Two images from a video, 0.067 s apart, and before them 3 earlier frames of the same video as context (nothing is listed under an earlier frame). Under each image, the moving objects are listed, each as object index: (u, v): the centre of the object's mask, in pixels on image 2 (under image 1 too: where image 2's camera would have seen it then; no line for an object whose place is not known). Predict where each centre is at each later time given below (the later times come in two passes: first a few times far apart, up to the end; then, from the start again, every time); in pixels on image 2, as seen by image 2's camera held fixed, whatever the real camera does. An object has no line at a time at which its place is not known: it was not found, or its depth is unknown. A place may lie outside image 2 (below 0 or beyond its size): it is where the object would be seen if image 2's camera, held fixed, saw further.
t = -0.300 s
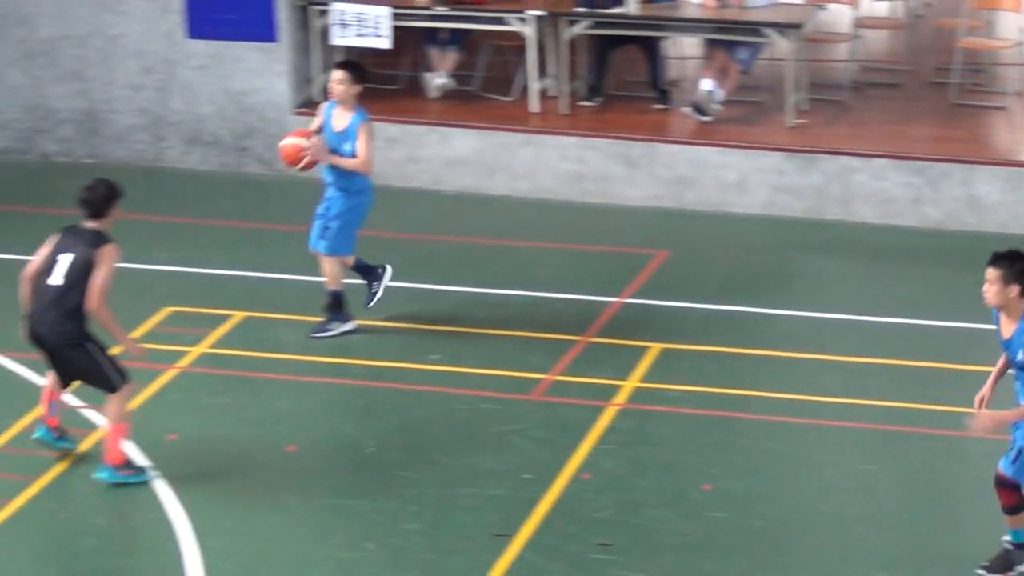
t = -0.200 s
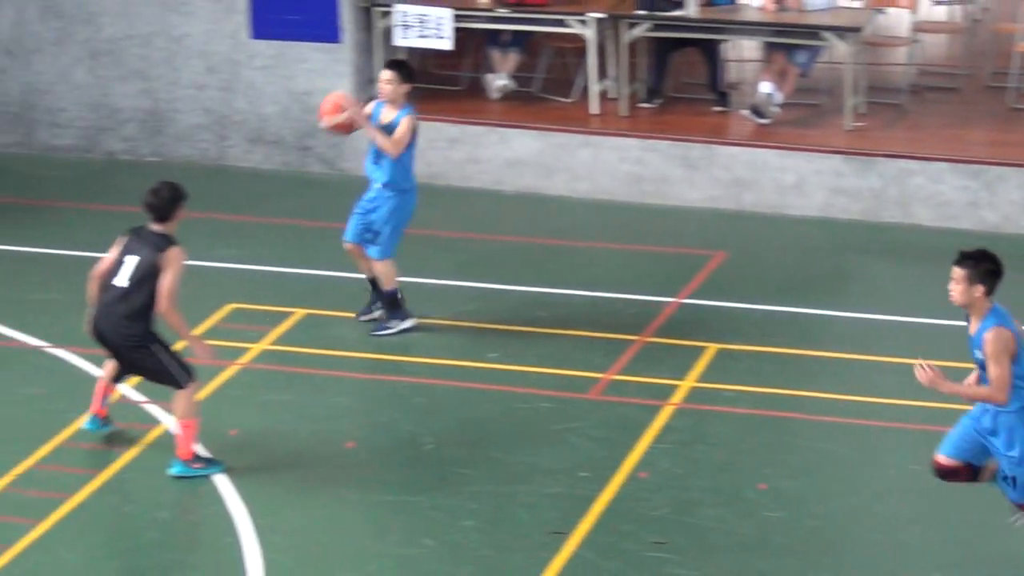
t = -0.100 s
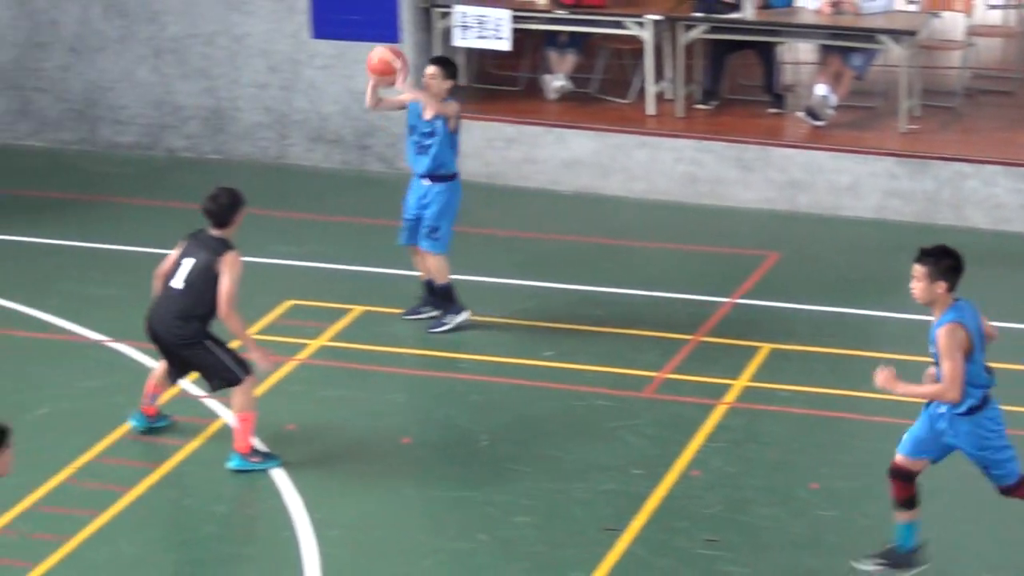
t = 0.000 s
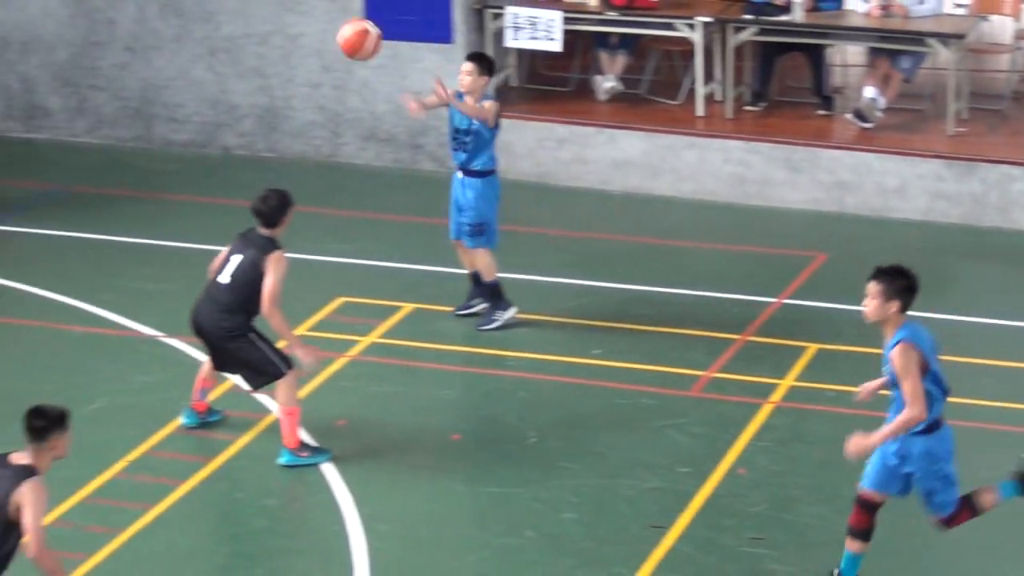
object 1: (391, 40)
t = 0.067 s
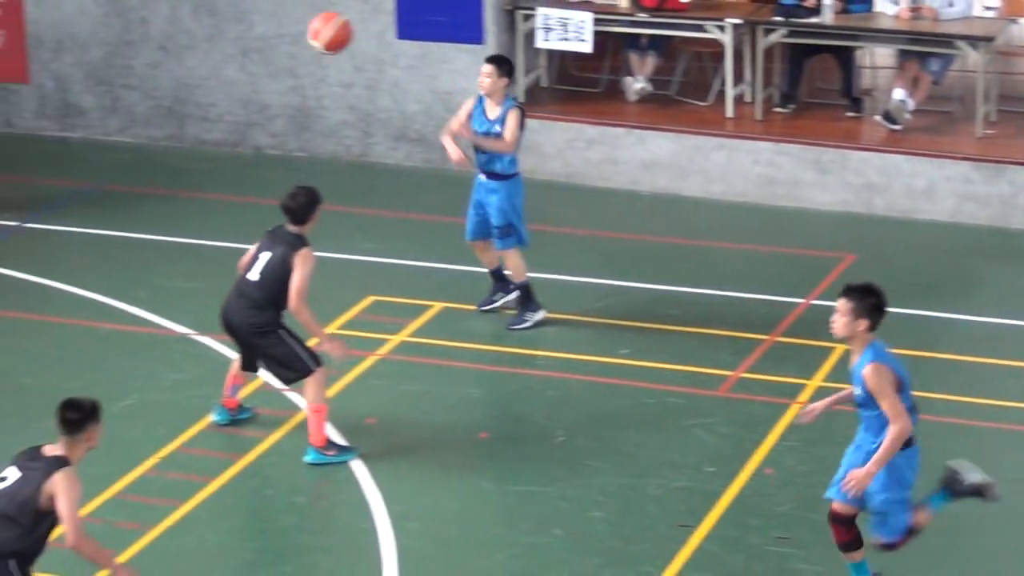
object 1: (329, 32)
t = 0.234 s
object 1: (164, 47)
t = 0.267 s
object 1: (130, 55)
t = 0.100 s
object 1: (299, 32)
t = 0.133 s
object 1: (266, 33)
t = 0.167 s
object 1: (233, 36)
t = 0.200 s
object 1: (198, 41)
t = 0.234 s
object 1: (164, 47)
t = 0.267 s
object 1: (130, 55)
